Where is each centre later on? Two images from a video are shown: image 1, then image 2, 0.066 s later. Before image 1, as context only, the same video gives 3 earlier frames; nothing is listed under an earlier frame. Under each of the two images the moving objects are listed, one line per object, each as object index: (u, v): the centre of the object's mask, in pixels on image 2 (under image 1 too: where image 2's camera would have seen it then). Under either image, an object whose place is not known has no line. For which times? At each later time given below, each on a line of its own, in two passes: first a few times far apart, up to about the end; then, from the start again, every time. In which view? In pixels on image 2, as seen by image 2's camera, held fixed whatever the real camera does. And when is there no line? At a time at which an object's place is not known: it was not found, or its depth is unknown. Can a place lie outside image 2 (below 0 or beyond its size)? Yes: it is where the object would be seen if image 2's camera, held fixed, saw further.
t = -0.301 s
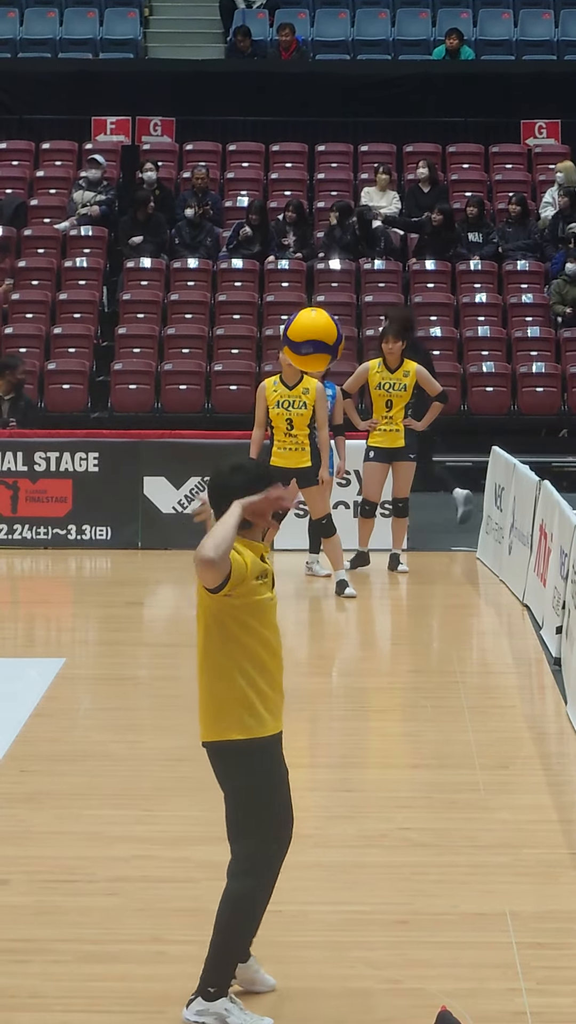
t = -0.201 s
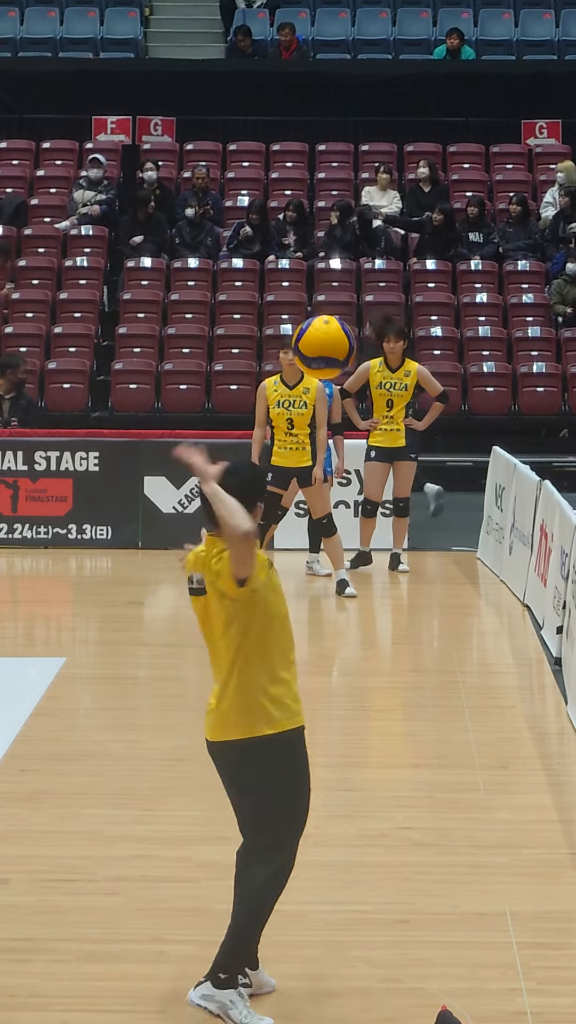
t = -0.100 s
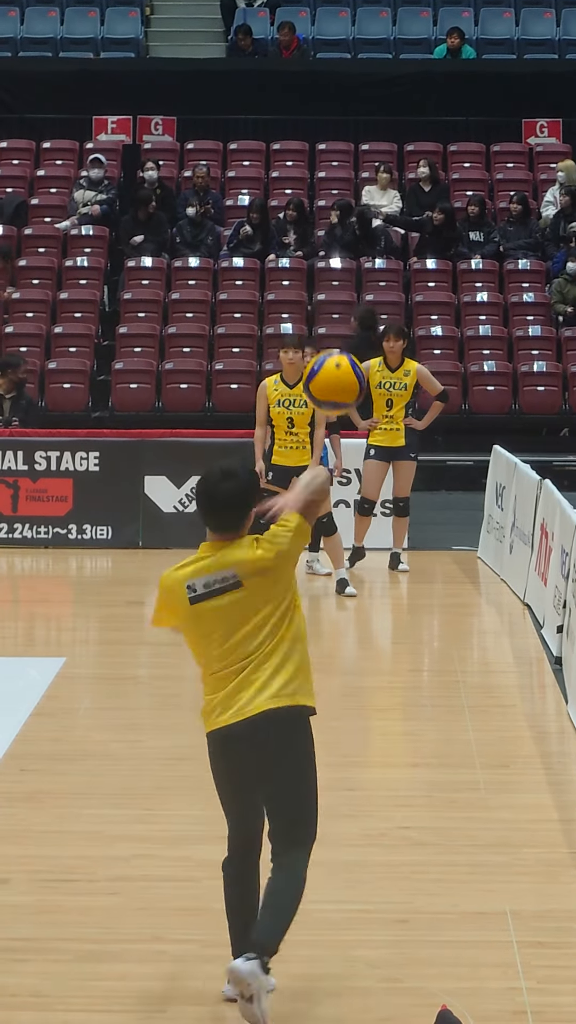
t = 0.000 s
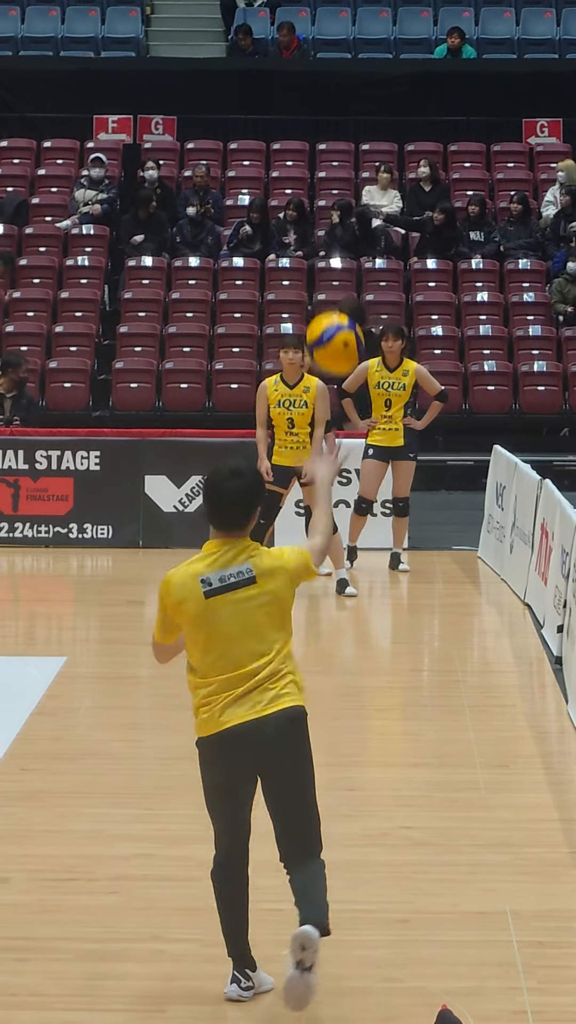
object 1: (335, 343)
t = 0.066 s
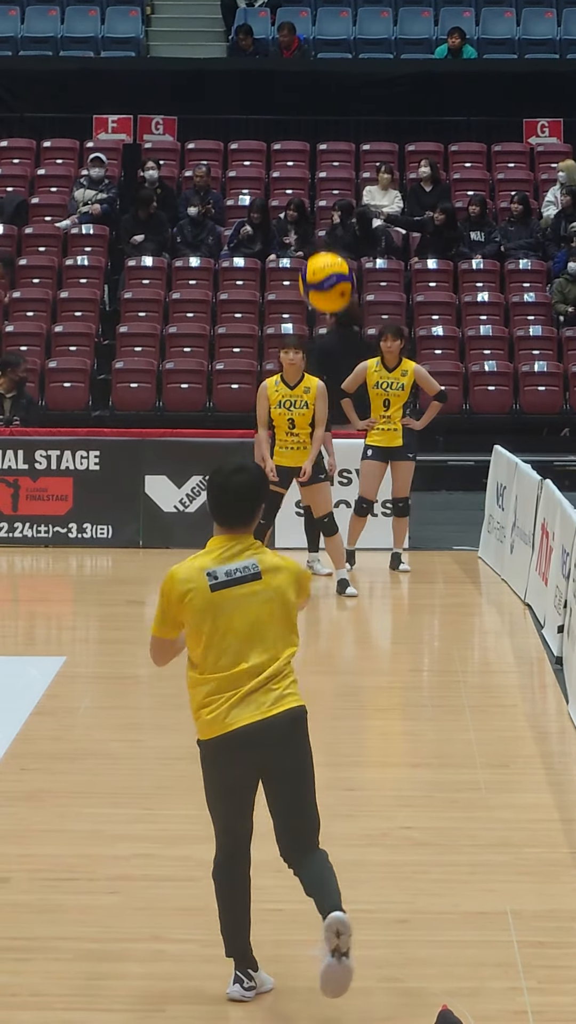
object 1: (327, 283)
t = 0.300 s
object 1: (318, 202)
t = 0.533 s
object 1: (308, 253)
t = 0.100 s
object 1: (324, 259)
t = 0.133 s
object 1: (322, 239)
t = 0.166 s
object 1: (320, 225)
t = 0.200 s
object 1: (320, 214)
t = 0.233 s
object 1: (319, 207)
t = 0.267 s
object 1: (318, 203)
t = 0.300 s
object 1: (318, 202)
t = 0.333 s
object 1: (318, 204)
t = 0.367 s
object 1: (317, 208)
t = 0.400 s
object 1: (316, 214)
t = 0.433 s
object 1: (315, 221)
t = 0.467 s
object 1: (313, 230)
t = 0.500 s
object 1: (311, 241)
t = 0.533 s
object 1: (308, 253)
